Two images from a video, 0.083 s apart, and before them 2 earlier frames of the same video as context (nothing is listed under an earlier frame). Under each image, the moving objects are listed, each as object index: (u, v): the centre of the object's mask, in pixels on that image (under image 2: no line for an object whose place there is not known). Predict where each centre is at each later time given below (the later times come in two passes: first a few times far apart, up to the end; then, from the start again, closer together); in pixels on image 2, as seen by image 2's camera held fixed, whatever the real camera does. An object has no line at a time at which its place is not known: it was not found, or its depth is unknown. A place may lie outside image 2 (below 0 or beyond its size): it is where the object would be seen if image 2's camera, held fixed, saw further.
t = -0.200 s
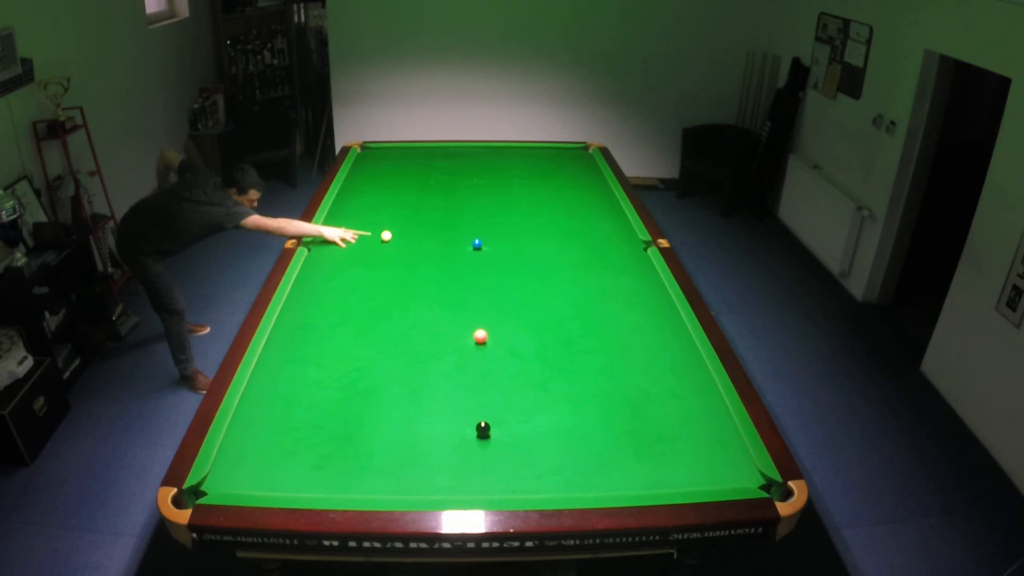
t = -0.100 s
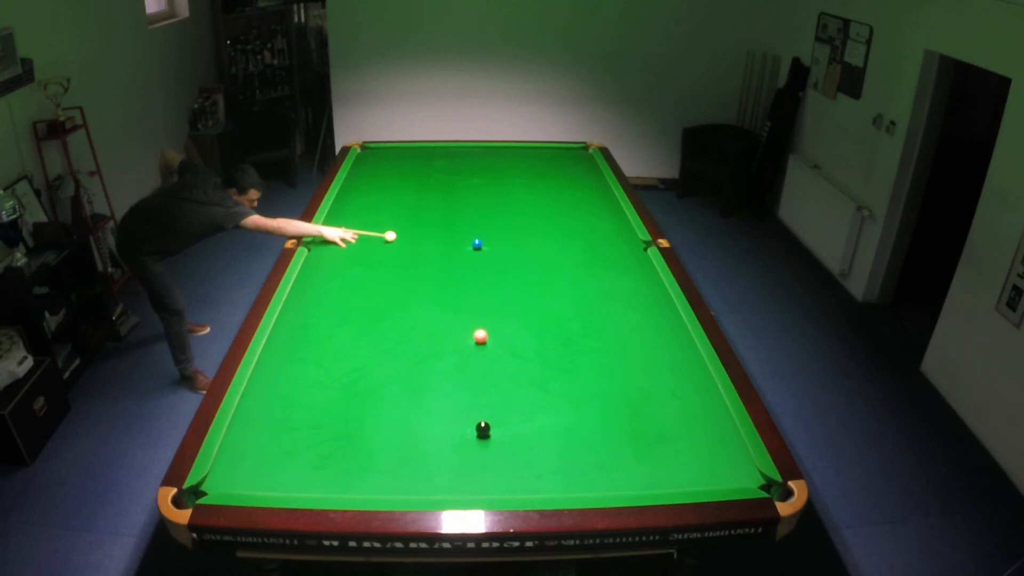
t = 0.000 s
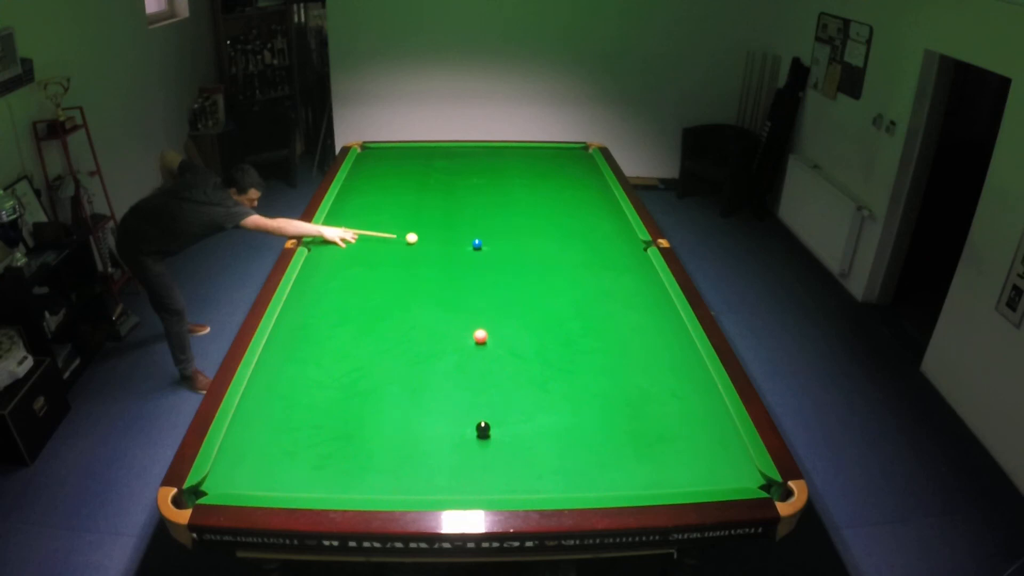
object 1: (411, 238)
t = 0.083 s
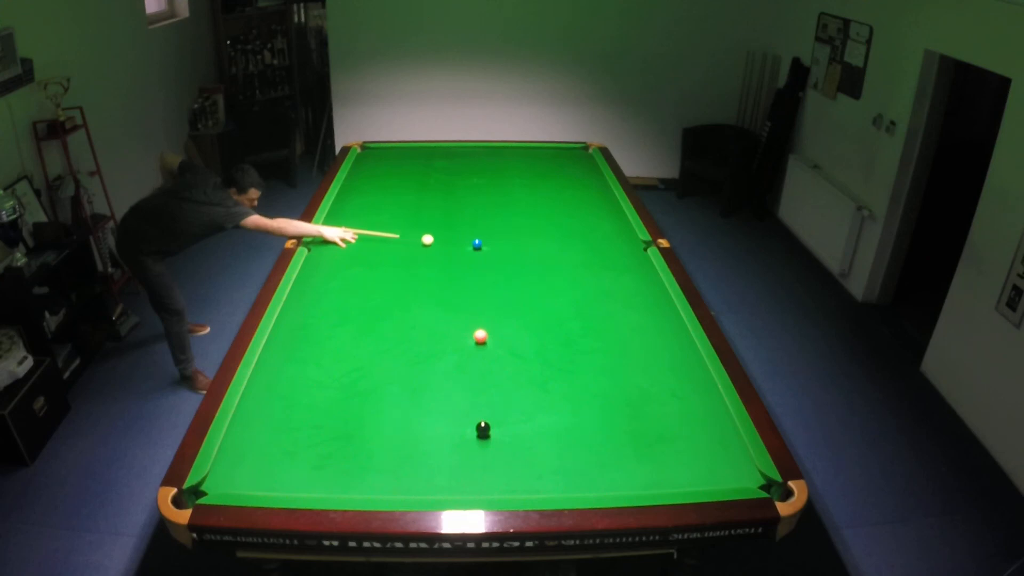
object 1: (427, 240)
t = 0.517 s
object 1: (475, 248)
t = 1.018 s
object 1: (496, 256)
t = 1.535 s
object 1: (515, 263)
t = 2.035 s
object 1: (531, 269)
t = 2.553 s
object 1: (544, 274)
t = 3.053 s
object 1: (553, 277)
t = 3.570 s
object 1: (557, 278)
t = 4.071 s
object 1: (558, 278)
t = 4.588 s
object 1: (557, 278)
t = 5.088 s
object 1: (557, 278)
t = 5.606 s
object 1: (557, 278)
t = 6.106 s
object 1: (557, 278)
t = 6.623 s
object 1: (558, 278)
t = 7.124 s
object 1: (558, 278)
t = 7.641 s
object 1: (557, 278)
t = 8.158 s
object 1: (558, 278)
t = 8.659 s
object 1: (557, 278)
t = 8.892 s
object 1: (557, 278)
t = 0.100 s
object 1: (430, 240)
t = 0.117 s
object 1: (433, 240)
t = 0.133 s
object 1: (437, 241)
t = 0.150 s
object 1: (440, 241)
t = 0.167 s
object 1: (443, 241)
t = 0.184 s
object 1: (446, 242)
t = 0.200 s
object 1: (449, 242)
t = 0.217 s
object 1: (452, 242)
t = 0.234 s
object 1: (455, 242)
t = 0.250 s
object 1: (458, 243)
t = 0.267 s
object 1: (462, 243)
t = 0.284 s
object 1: (465, 243)
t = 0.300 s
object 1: (467, 244)
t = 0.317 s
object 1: (467, 244)
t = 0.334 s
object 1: (467, 244)
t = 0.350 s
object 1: (468, 245)
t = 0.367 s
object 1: (468, 245)
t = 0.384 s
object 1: (469, 245)
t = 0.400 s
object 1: (469, 245)
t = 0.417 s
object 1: (470, 246)
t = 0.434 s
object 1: (471, 246)
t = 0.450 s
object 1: (472, 246)
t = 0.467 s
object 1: (472, 247)
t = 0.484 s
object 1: (473, 247)
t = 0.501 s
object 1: (474, 247)
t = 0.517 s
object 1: (475, 248)
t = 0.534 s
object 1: (475, 248)
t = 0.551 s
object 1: (476, 248)
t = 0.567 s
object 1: (477, 248)
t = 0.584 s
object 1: (478, 249)
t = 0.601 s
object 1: (478, 249)
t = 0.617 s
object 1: (479, 249)
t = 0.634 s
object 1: (480, 250)
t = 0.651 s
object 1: (481, 250)
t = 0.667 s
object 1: (481, 250)
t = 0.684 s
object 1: (482, 250)
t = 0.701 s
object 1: (483, 251)
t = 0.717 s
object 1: (484, 251)
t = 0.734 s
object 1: (484, 251)
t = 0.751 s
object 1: (485, 252)
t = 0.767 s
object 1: (486, 252)
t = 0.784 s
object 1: (486, 252)
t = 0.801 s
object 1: (487, 252)
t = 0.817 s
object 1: (488, 253)
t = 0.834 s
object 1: (488, 253)
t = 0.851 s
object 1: (489, 253)
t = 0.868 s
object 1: (490, 253)
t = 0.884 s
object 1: (491, 254)
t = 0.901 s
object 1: (491, 254)
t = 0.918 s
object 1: (492, 254)
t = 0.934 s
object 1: (493, 255)
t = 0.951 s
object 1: (493, 255)
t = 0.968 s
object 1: (494, 255)
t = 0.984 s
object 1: (495, 255)
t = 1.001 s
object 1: (495, 256)
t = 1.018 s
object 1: (496, 256)
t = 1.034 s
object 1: (497, 256)
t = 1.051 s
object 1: (497, 256)
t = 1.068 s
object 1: (498, 257)
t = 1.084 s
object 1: (499, 257)
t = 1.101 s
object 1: (499, 257)
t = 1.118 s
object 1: (500, 257)
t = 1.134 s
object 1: (501, 258)
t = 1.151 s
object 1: (501, 258)
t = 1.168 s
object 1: (502, 258)
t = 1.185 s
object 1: (503, 259)
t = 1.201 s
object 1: (503, 259)
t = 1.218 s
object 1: (504, 259)
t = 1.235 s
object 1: (505, 259)
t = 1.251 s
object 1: (505, 259)
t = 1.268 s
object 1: (506, 260)
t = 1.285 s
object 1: (507, 260)
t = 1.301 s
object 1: (507, 260)
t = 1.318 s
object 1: (508, 260)
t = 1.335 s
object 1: (508, 260)
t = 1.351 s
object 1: (509, 261)
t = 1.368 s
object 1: (510, 261)
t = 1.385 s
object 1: (510, 261)
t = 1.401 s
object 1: (511, 261)
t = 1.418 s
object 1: (511, 262)
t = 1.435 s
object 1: (512, 262)
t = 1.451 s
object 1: (513, 262)
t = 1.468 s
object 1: (513, 262)
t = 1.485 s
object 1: (514, 263)
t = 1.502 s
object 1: (514, 263)
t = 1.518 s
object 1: (515, 263)
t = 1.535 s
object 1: (515, 263)
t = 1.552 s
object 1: (516, 263)
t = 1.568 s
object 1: (517, 264)
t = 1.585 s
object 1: (517, 264)
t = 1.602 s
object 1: (518, 264)
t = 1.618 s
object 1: (518, 264)
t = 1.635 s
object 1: (519, 265)
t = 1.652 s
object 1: (519, 265)
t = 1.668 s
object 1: (520, 265)
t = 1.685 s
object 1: (521, 265)
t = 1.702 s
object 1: (521, 265)
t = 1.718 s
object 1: (522, 265)
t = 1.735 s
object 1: (522, 266)
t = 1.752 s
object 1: (523, 266)
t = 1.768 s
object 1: (523, 266)
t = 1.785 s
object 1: (524, 266)
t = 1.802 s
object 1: (524, 266)
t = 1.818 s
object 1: (525, 267)
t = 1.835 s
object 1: (525, 267)
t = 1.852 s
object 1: (526, 267)
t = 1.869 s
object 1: (526, 267)
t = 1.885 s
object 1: (527, 267)
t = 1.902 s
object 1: (527, 267)
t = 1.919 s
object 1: (528, 268)
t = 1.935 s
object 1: (528, 268)
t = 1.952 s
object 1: (529, 268)
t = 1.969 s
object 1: (530, 268)
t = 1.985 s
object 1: (530, 268)
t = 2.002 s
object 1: (531, 269)
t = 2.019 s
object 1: (531, 269)
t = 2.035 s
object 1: (531, 269)
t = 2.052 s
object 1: (532, 269)
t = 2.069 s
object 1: (532, 269)
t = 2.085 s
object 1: (533, 270)
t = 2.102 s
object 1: (533, 270)
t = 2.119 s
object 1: (534, 270)
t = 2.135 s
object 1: (534, 270)
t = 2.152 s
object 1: (535, 270)
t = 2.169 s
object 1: (535, 270)
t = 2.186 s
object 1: (535, 270)
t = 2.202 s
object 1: (536, 271)
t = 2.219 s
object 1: (536, 271)
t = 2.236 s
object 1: (537, 271)
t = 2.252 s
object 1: (537, 271)
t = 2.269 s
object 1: (538, 271)
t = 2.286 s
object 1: (538, 271)
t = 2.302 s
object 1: (538, 271)
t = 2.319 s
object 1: (539, 272)
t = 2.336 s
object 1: (539, 272)
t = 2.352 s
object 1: (540, 272)
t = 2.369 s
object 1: (540, 272)
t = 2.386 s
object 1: (541, 272)
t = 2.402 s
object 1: (541, 272)
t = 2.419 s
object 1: (541, 273)
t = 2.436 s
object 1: (542, 273)
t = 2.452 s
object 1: (542, 273)
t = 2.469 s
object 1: (542, 273)
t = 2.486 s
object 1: (543, 273)
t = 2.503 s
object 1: (543, 273)
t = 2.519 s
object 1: (543, 273)
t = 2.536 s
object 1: (544, 273)
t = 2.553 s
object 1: (544, 274)
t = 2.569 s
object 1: (544, 274)
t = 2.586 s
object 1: (545, 274)
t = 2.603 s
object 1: (545, 274)
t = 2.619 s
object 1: (545, 274)
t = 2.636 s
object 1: (546, 274)
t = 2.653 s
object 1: (546, 274)
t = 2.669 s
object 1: (546, 274)
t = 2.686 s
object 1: (547, 274)
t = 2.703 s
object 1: (547, 275)
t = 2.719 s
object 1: (547, 275)
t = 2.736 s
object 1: (548, 275)
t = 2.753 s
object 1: (548, 275)
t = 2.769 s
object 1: (548, 275)
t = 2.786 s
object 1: (549, 275)
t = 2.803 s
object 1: (549, 275)
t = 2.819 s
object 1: (549, 275)
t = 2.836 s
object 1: (550, 275)
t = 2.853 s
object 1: (550, 276)
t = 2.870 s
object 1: (550, 276)
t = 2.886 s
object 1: (550, 276)
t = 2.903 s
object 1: (550, 276)
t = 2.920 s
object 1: (551, 276)
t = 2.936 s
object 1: (551, 276)
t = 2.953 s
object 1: (551, 276)
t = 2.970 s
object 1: (552, 276)
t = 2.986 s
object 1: (552, 276)
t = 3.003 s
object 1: (552, 276)
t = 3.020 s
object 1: (552, 276)
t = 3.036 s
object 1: (553, 276)
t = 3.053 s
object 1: (553, 277)
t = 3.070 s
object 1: (553, 277)
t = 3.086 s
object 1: (553, 277)
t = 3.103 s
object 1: (553, 277)
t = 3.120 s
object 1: (554, 277)
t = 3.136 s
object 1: (554, 277)
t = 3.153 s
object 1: (554, 277)
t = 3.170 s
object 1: (554, 277)
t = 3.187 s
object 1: (554, 277)
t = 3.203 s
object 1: (554, 277)
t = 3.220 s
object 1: (555, 277)
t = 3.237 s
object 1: (555, 277)
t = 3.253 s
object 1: (555, 277)
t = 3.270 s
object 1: (555, 277)
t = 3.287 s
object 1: (555, 277)
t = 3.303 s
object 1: (556, 277)
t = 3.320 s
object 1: (556, 277)
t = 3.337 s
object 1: (556, 277)
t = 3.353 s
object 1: (556, 277)
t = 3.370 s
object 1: (556, 278)
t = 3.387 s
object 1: (556, 278)
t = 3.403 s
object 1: (556, 278)
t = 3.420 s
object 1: (556, 278)
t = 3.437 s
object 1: (556, 278)
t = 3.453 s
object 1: (557, 278)
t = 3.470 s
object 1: (557, 278)
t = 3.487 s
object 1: (557, 278)
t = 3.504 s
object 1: (557, 278)
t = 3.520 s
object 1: (557, 278)
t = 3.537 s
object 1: (557, 278)
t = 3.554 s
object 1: (557, 278)
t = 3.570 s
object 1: (557, 278)
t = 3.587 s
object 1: (557, 278)
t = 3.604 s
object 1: (558, 278)
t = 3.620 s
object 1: (558, 278)
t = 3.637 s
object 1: (558, 278)
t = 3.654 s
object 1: (558, 278)
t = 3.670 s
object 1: (558, 278)
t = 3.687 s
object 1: (558, 278)
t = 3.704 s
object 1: (558, 278)
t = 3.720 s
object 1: (558, 278)
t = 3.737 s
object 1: (558, 278)
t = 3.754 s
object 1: (558, 278)
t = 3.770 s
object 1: (558, 278)
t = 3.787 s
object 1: (558, 278)
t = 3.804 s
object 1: (558, 278)
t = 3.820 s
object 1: (558, 278)
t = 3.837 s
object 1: (558, 278)
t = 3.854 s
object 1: (558, 278)
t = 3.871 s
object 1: (558, 278)
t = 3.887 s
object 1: (558, 278)
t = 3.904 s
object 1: (558, 278)
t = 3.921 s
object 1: (558, 278)
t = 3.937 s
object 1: (558, 278)
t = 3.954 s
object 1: (558, 278)
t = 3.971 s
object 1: (558, 278)
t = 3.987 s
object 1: (558, 278)
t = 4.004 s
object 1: (558, 278)
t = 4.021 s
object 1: (558, 278)
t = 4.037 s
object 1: (558, 278)
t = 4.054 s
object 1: (558, 278)
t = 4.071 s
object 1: (558, 278)
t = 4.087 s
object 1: (558, 278)
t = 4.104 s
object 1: (558, 278)
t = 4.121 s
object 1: (558, 278)
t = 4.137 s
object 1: (558, 278)
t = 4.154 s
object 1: (558, 278)
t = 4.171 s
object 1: (558, 278)
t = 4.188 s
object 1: (558, 278)
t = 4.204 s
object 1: (558, 278)
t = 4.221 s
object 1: (558, 278)
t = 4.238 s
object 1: (558, 278)
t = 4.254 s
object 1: (558, 278)
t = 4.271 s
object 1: (558, 278)
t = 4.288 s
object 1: (558, 278)
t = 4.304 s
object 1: (558, 278)
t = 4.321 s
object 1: (558, 278)
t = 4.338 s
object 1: (558, 278)
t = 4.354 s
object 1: (558, 278)
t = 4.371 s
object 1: (558, 278)
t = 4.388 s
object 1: (558, 278)
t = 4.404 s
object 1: (558, 278)
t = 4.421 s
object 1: (558, 278)
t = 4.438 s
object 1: (557, 278)
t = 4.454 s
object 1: (557, 278)
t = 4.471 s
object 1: (557, 278)
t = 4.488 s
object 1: (557, 278)
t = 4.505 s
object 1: (557, 278)
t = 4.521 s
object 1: (557, 278)
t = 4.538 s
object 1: (557, 278)
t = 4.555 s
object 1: (557, 278)
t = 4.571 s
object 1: (557, 278)
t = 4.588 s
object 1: (557, 278)
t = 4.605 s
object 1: (557, 278)
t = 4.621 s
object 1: (557, 278)
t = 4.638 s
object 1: (557, 278)
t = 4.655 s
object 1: (557, 278)
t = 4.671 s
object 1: (557, 278)
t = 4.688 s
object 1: (557, 278)
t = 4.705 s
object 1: (557, 278)
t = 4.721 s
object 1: (557, 278)
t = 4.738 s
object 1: (557, 278)
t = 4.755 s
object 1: (557, 278)
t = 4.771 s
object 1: (557, 278)
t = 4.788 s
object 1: (557, 278)
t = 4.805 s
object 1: (557, 278)
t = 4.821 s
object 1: (557, 278)
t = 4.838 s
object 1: (557, 278)
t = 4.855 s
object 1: (557, 278)
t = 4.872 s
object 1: (557, 278)
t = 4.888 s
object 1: (557, 278)
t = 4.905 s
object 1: (557, 278)
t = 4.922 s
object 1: (557, 278)
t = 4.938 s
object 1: (557, 278)
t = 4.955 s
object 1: (557, 278)
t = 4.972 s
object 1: (557, 278)
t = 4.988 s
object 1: (557, 278)
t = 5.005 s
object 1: (557, 278)
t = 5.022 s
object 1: (557, 278)
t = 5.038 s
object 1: (557, 278)
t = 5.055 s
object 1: (557, 278)
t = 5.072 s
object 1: (557, 278)
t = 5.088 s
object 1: (557, 278)
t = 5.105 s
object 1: (557, 278)
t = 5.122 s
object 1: (557, 278)
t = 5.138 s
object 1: (557, 278)
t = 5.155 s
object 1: (557, 278)
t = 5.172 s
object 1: (557, 278)
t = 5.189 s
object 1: (557, 278)
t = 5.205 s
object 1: (557, 278)
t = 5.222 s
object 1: (557, 278)
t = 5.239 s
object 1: (557, 278)
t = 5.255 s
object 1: (557, 278)
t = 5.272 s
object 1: (557, 278)
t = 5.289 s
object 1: (557, 278)
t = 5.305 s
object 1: (557, 278)
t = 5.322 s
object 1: (557, 278)
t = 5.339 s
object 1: (557, 278)
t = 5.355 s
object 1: (557, 278)
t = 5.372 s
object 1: (557, 278)
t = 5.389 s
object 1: (557, 278)
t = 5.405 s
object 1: (557, 278)
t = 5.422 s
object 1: (557, 278)
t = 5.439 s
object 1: (557, 278)
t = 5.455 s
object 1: (557, 278)
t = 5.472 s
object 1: (557, 278)
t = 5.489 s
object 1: (558, 278)
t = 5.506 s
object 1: (558, 278)
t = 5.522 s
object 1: (557, 278)
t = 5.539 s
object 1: (558, 278)
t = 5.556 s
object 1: (557, 278)
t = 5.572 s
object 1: (557, 278)
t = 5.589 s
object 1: (557, 278)
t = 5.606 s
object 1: (557, 278)
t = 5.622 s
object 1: (557, 278)
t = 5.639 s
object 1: (557, 278)
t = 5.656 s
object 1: (557, 278)
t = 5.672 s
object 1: (557, 278)
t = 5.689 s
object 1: (557, 278)
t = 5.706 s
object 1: (557, 278)
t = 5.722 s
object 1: (557, 278)
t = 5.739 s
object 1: (557, 278)
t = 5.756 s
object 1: (557, 278)
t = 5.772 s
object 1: (557, 278)
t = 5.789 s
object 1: (557, 278)
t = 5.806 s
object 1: (558, 278)
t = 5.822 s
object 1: (557, 278)
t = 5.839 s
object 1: (557, 278)
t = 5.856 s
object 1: (557, 278)
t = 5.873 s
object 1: (557, 278)
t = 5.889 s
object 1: (557, 278)
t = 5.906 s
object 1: (557, 278)
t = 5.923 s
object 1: (558, 278)
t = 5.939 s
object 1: (558, 278)
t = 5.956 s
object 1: (558, 278)
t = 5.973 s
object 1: (558, 278)
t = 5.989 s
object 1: (557, 278)
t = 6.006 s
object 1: (557, 278)
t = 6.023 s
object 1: (557, 278)
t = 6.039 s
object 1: (557, 278)
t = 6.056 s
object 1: (557, 278)
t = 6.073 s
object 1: (557, 278)
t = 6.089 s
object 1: (557, 278)
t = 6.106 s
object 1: (557, 278)
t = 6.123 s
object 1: (557, 278)
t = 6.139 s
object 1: (557, 278)
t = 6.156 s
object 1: (557, 278)
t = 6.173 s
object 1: (557, 278)
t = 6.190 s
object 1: (557, 278)
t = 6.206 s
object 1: (557, 278)
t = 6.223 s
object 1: (557, 278)
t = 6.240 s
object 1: (557, 278)
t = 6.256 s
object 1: (557, 278)
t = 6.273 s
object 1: (557, 278)
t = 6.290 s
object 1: (557, 278)
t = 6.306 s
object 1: (557, 278)
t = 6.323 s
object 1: (557, 278)
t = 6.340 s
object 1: (557, 278)
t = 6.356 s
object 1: (558, 278)
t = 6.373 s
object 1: (557, 278)
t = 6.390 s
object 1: (557, 278)
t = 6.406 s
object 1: (557, 278)
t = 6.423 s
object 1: (557, 278)
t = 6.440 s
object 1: (557, 278)
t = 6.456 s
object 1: (557, 278)
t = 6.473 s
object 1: (557, 278)
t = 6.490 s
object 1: (557, 278)
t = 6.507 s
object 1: (557, 278)
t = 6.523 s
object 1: (557, 278)
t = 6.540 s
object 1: (557, 278)
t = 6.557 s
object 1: (557, 278)
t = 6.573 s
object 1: (557, 278)
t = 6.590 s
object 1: (557, 278)
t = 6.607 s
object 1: (557, 278)
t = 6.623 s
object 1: (558, 278)
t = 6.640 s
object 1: (557, 278)
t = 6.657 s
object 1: (557, 278)
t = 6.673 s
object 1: (557, 278)
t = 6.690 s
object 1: (557, 278)
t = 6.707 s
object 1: (557, 278)
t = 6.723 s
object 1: (557, 278)
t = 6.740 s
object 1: (557, 278)
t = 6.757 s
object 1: (557, 278)
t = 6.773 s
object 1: (557, 278)
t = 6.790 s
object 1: (558, 278)
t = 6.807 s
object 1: (558, 278)
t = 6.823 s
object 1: (557, 278)
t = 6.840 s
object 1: (557, 278)
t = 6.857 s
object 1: (557, 278)
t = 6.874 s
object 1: (557, 278)
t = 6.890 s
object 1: (557, 278)
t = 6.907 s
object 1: (557, 278)
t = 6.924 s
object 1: (557, 278)
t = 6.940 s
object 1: (557, 278)
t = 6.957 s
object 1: (557, 278)
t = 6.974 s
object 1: (557, 278)
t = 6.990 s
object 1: (557, 278)
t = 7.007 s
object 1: (557, 278)
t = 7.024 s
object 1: (557, 278)
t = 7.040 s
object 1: (557, 278)
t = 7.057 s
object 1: (557, 278)
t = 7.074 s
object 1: (557, 278)
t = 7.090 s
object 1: (557, 278)
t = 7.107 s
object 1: (557, 278)
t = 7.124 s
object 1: (558, 278)
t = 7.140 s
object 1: (558, 278)
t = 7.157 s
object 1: (558, 278)
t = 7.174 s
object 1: (558, 278)
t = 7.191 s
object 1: (558, 278)
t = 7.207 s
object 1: (558, 278)
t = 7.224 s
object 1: (558, 278)
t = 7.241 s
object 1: (558, 278)
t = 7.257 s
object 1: (558, 278)
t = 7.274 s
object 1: (558, 278)
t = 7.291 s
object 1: (558, 278)
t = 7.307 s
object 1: (558, 278)
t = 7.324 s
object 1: (558, 278)
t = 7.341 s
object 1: (558, 278)
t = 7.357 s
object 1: (558, 278)
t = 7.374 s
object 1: (558, 278)
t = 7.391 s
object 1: (558, 278)
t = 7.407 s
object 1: (558, 278)
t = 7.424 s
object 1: (558, 278)
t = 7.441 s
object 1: (558, 278)
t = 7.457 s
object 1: (558, 278)
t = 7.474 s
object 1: (558, 278)
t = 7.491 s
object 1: (558, 278)
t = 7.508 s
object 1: (557, 278)
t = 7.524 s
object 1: (558, 278)
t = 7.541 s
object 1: (558, 278)
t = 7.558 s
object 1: (558, 278)
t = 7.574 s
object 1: (558, 278)
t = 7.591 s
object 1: (558, 278)
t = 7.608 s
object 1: (557, 278)
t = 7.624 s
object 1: (558, 278)
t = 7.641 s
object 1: (557, 278)
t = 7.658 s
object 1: (557, 278)
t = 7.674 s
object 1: (557, 278)
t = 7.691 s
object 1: (557, 278)
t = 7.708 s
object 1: (558, 278)
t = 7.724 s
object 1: (558, 278)
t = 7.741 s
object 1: (557, 278)
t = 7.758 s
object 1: (557, 278)
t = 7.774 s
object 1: (558, 278)
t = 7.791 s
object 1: (558, 278)
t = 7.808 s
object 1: (557, 278)
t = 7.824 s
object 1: (558, 278)
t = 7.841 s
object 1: (558, 278)
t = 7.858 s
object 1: (558, 278)
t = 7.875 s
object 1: (558, 278)
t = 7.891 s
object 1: (558, 278)
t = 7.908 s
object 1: (558, 278)
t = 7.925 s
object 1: (558, 278)
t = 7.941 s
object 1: (558, 278)
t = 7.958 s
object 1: (558, 278)
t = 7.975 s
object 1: (558, 278)
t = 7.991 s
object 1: (558, 278)
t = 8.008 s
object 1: (558, 278)
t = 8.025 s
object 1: (558, 278)
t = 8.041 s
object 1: (558, 278)
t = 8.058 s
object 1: (558, 278)
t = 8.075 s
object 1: (558, 278)
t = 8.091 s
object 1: (558, 278)
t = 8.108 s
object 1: (558, 278)
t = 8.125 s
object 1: (558, 278)
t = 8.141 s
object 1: (558, 278)
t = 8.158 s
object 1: (558, 278)
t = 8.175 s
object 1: (558, 278)
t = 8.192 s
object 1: (558, 278)
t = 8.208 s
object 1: (558, 278)
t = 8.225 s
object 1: (558, 278)
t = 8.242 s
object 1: (558, 278)
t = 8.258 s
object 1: (558, 278)
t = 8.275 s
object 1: (558, 278)
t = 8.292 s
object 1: (558, 278)
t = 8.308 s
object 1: (558, 278)
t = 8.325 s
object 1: (558, 278)
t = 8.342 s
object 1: (558, 278)
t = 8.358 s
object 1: (558, 278)
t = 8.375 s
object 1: (557, 278)
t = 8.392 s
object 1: (557, 278)
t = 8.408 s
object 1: (557, 278)
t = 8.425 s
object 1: (557, 278)
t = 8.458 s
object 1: (558, 278)
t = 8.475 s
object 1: (558, 278)
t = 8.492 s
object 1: (558, 278)
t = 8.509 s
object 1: (558, 278)
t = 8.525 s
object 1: (558, 278)
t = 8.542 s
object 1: (557, 278)
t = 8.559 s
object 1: (558, 278)
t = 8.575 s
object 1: (558, 278)
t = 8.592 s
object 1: (558, 278)
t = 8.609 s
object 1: (558, 278)
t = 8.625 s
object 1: (558, 278)
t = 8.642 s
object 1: (558, 278)
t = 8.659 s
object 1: (557, 278)
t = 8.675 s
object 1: (558, 278)
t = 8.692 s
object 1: (557, 278)
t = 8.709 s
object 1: (558, 278)
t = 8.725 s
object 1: (558, 278)
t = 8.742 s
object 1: (558, 278)
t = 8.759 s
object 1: (558, 278)
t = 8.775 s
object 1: (558, 278)
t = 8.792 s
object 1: (558, 278)
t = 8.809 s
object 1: (557, 278)
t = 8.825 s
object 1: (557, 278)
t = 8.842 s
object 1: (557, 278)
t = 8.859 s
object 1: (557, 278)
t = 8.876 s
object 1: (558, 278)
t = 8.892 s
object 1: (557, 278)
